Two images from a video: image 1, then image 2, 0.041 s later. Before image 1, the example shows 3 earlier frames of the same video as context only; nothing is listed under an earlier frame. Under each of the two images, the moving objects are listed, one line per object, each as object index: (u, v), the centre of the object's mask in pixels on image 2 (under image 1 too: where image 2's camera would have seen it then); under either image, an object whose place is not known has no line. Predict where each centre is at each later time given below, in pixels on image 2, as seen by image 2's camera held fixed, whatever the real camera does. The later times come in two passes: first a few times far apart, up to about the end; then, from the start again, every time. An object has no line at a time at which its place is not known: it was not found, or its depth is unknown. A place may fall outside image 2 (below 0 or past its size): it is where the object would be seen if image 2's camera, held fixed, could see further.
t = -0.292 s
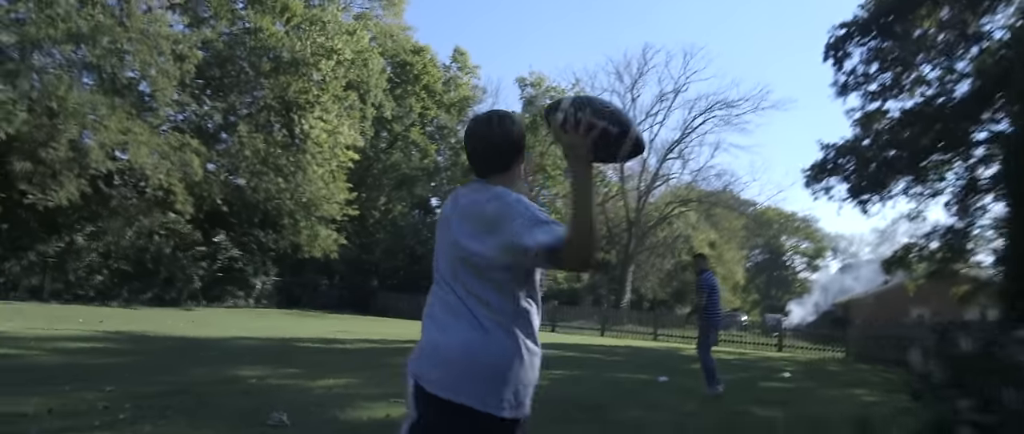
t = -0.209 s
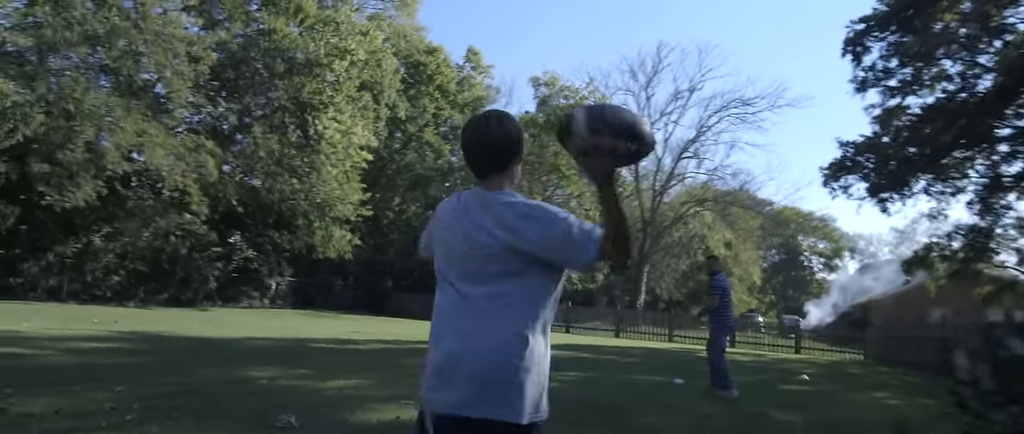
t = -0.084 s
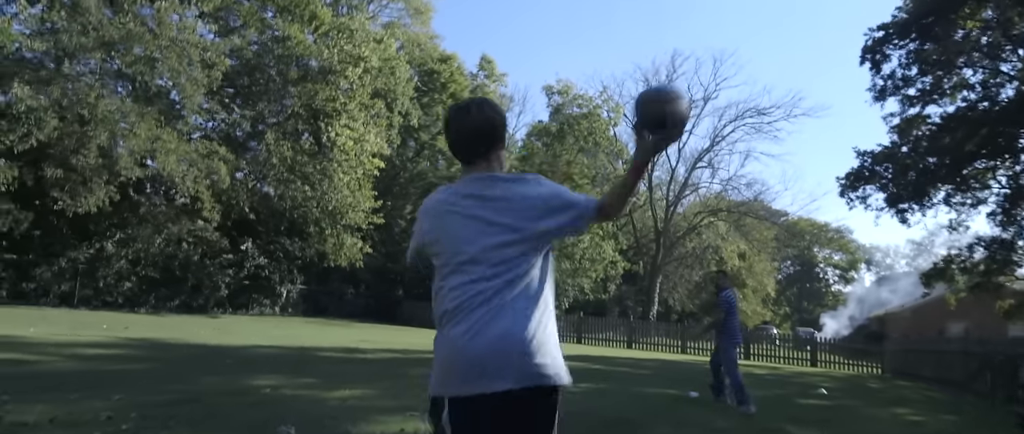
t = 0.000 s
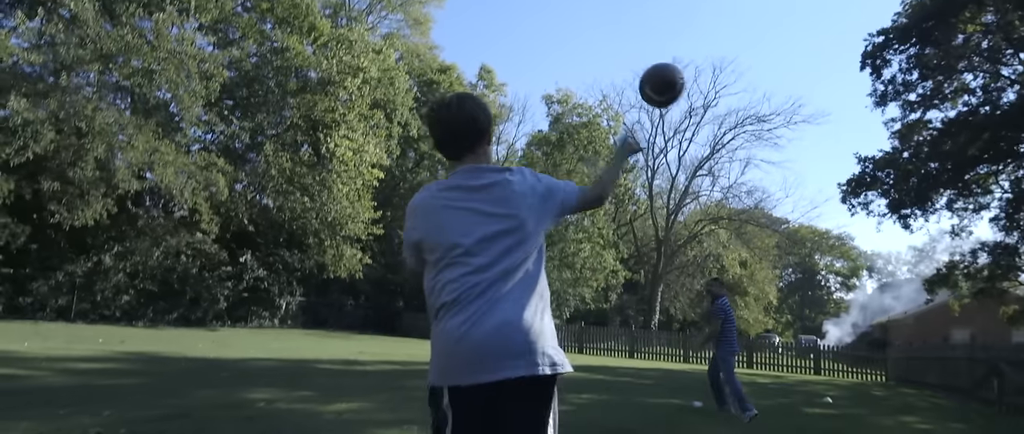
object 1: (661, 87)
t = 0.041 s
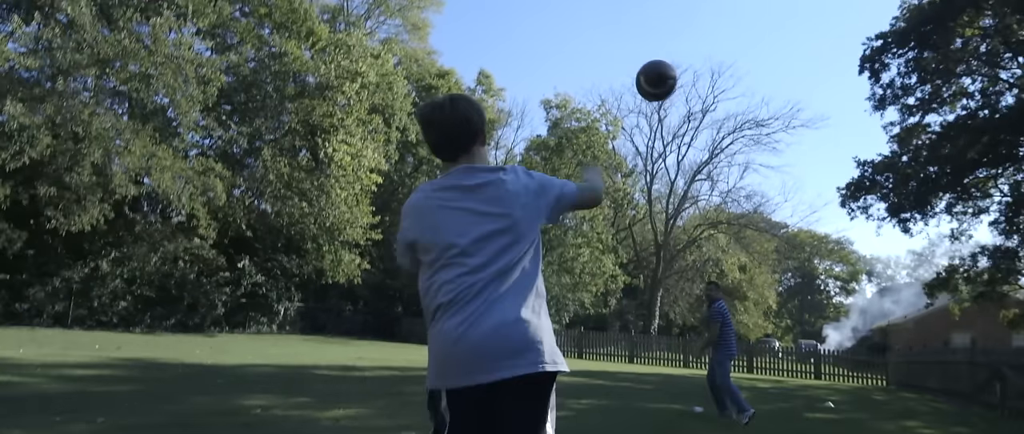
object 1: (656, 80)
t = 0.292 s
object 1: (646, 89)
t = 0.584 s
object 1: (650, 149)
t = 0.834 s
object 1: (652, 219)
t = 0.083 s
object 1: (652, 77)
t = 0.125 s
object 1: (649, 76)
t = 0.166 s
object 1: (648, 77)
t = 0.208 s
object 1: (646, 80)
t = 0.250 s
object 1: (646, 84)
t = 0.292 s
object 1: (646, 89)
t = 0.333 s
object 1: (646, 96)
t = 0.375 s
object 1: (647, 103)
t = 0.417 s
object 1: (648, 110)
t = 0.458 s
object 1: (650, 118)
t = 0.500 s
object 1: (650, 127)
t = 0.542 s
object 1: (650, 138)
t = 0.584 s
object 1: (650, 149)
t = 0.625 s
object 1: (651, 159)
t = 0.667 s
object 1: (651, 171)
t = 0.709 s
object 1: (652, 182)
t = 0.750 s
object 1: (652, 195)
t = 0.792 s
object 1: (652, 206)
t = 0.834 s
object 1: (652, 219)
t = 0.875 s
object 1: (652, 232)
